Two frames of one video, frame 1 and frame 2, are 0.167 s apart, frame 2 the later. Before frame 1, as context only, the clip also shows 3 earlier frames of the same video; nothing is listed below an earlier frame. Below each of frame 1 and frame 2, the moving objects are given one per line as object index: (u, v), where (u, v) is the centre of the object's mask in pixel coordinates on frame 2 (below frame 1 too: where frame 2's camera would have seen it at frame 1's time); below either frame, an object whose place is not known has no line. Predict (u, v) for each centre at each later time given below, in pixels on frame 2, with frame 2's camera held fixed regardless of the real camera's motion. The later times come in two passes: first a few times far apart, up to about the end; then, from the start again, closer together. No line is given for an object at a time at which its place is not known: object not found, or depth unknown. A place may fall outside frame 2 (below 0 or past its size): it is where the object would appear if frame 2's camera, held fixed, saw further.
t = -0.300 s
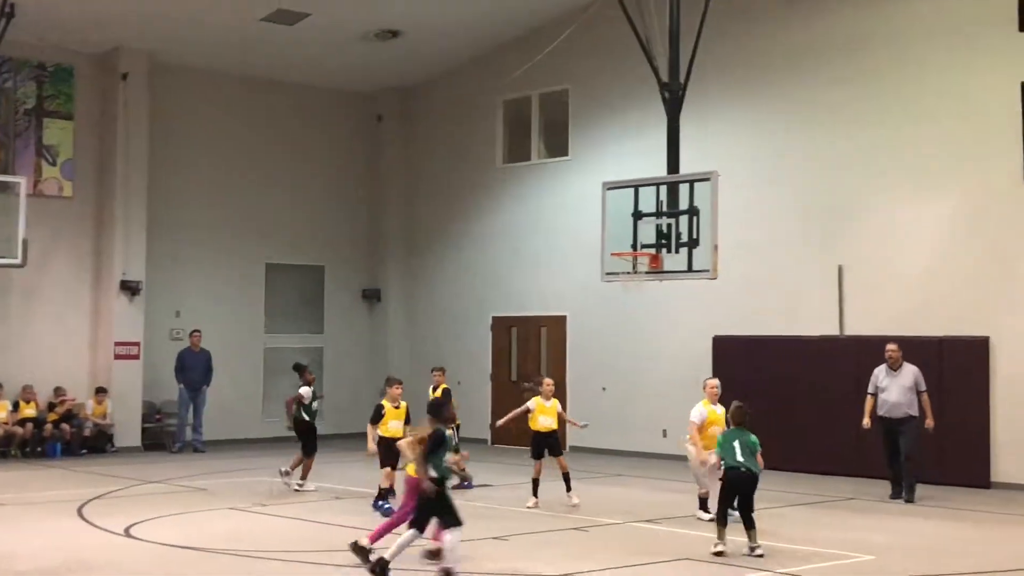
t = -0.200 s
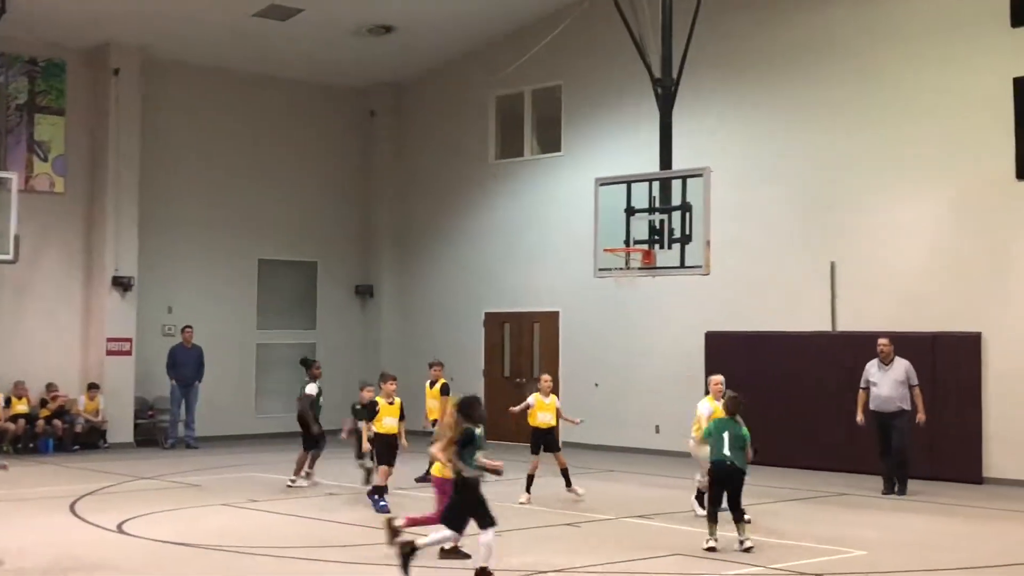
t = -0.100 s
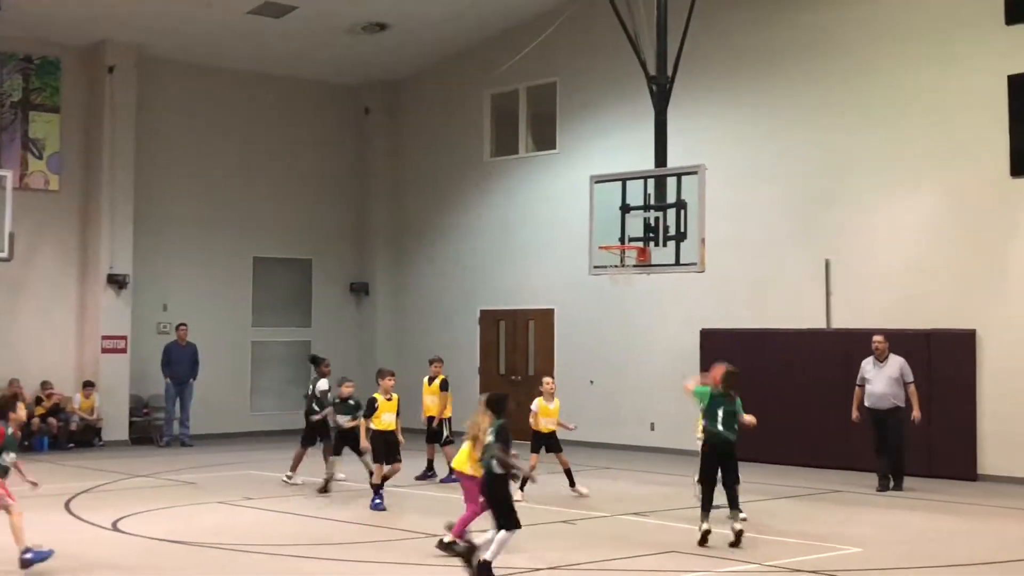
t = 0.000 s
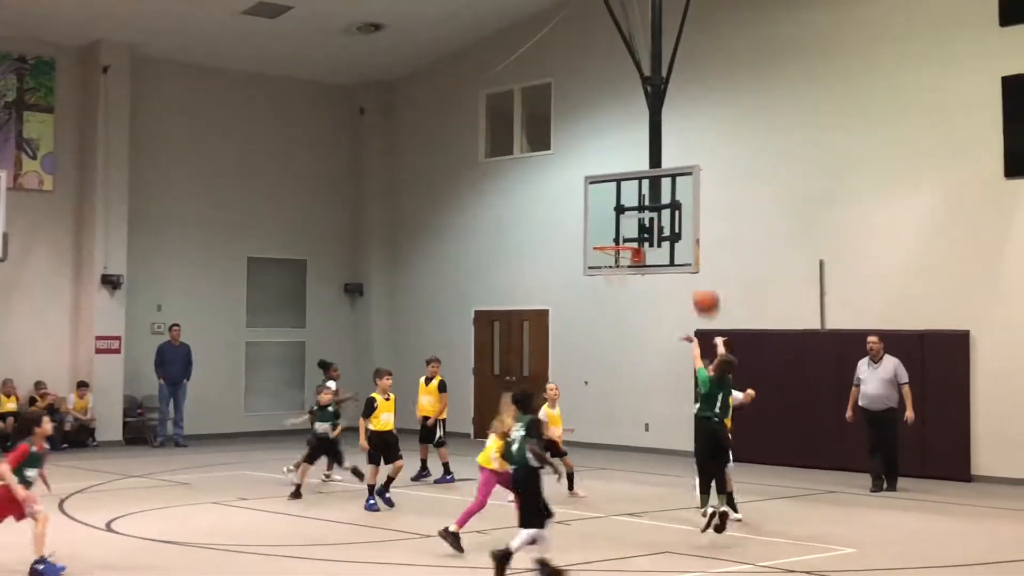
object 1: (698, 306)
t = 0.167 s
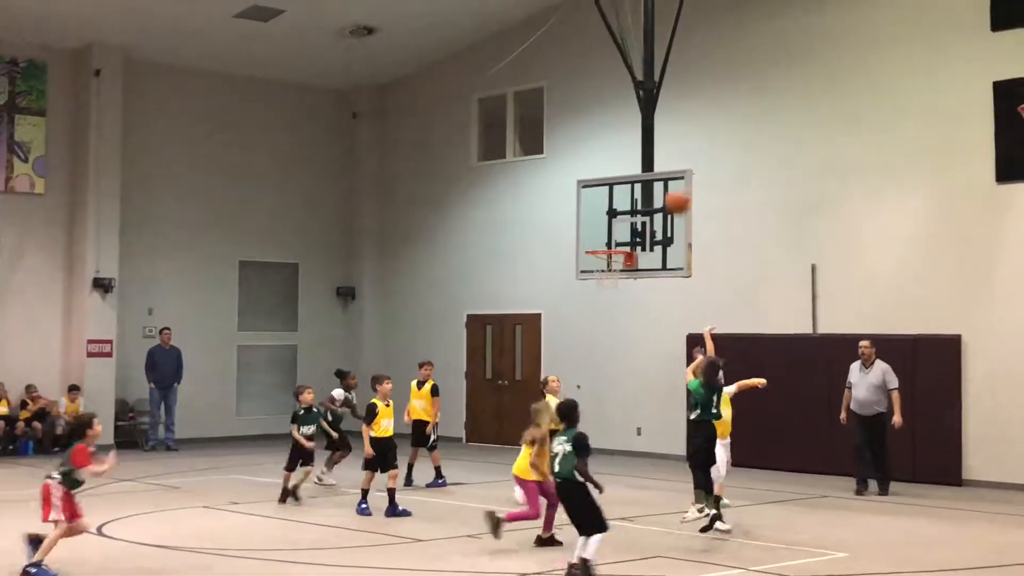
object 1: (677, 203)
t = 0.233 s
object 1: (669, 171)
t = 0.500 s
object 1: (642, 100)
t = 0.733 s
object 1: (622, 98)
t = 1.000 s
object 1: (601, 151)
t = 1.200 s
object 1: (586, 223)
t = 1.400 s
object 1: (550, 291)
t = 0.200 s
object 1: (673, 185)
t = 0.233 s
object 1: (669, 171)
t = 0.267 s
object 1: (665, 157)
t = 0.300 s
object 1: (662, 145)
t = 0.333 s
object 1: (658, 135)
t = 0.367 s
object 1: (655, 125)
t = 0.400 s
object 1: (651, 116)
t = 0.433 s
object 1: (648, 110)
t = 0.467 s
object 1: (645, 105)
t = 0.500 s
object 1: (642, 100)
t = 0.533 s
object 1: (639, 97)
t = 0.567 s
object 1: (636, 94)
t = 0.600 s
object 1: (633, 93)
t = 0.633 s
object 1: (631, 93)
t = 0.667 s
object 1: (628, 93)
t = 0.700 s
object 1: (625, 95)
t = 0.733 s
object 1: (622, 98)
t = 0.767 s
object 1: (620, 101)
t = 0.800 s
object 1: (618, 106)
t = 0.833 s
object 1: (615, 111)
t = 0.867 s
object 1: (611, 118)
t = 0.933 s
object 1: (606, 133)
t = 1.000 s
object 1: (601, 151)
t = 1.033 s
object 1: (598, 161)
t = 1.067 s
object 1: (595, 172)
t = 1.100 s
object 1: (592, 184)
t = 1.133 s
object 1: (590, 195)
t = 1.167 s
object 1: (588, 209)
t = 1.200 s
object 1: (586, 223)
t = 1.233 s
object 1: (583, 237)
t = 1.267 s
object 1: (578, 248)
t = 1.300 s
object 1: (571, 257)
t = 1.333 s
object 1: (564, 267)
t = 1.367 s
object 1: (557, 278)
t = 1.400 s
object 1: (550, 291)
